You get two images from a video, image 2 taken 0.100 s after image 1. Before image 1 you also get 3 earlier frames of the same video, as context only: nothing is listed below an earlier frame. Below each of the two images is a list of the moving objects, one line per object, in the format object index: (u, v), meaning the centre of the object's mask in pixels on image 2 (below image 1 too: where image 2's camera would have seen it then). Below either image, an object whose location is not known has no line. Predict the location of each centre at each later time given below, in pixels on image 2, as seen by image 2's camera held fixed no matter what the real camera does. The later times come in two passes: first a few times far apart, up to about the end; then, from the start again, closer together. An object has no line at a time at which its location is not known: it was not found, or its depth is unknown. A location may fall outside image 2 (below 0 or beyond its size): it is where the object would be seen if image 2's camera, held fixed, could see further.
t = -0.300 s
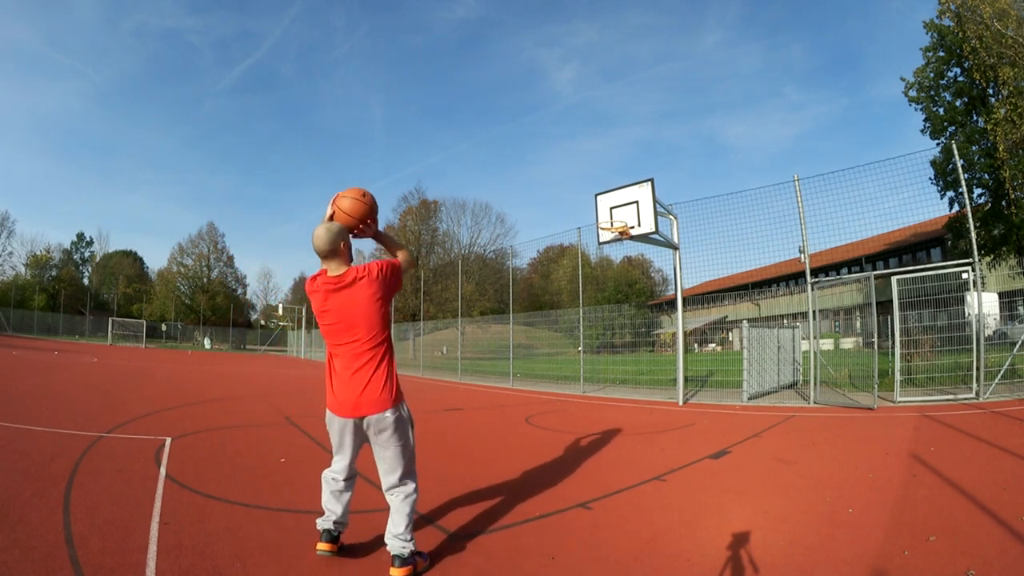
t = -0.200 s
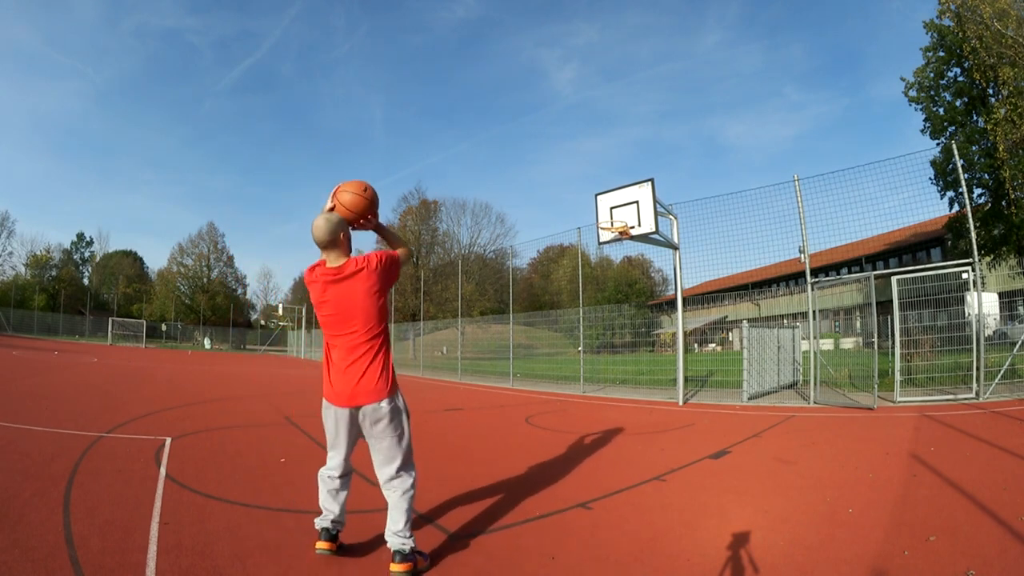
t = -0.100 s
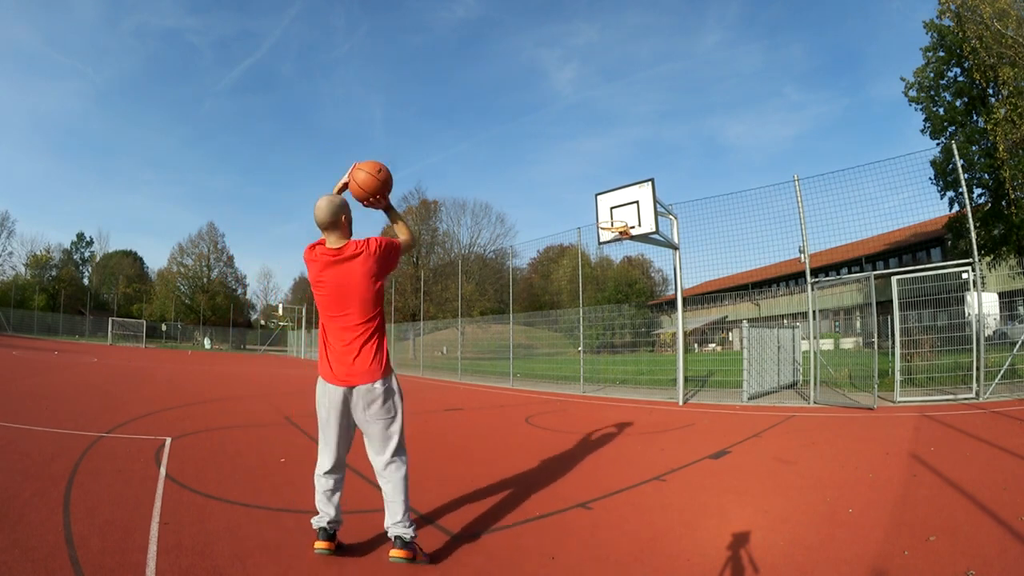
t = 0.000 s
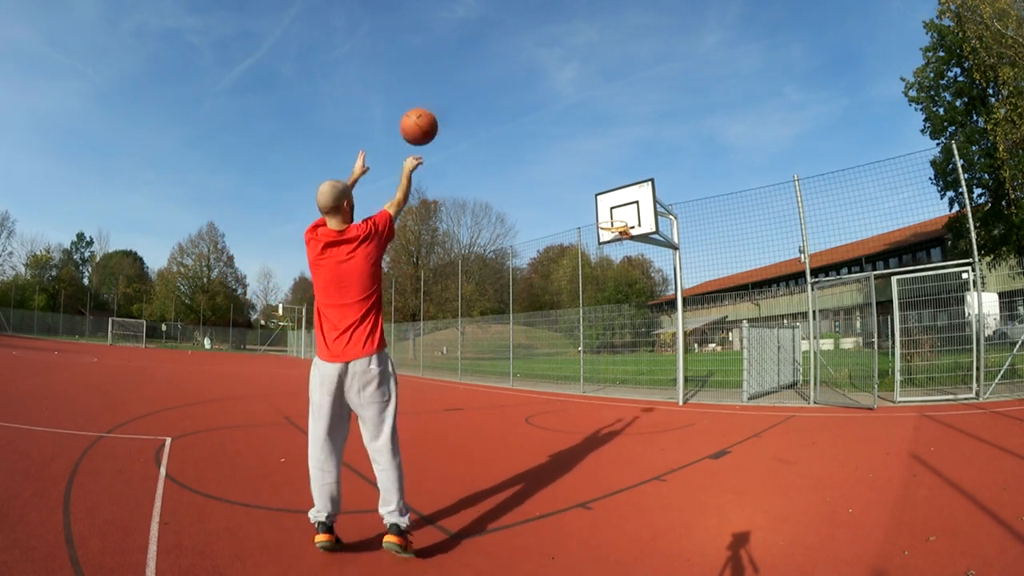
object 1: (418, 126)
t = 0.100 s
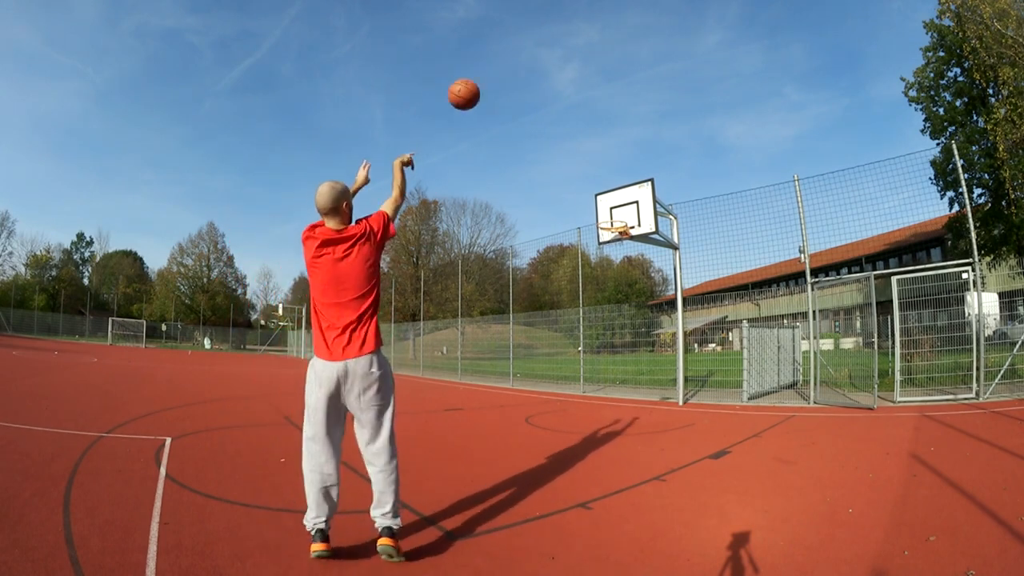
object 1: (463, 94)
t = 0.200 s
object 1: (496, 81)
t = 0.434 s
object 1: (546, 91)
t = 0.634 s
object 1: (576, 125)
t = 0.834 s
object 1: (599, 176)
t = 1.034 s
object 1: (614, 217)
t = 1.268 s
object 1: (604, 198)
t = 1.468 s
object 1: (589, 197)
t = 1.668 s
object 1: (576, 220)
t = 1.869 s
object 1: (562, 266)
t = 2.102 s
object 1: (545, 356)
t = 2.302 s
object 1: (535, 382)
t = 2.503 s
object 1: (531, 327)
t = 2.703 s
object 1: (526, 297)
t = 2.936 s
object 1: (522, 295)
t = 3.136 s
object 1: (518, 318)
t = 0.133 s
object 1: (476, 88)
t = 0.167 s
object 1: (487, 84)
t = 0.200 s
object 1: (496, 81)
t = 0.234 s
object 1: (505, 79)
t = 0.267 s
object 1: (513, 79)
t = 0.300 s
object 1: (520, 80)
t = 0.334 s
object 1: (527, 81)
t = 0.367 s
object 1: (534, 84)
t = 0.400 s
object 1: (540, 87)
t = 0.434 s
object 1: (546, 91)
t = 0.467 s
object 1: (552, 95)
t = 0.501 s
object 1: (557, 100)
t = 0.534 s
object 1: (562, 106)
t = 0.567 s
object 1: (566, 111)
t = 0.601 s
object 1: (571, 118)
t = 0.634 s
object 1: (576, 125)
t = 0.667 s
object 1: (580, 132)
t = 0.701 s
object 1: (584, 140)
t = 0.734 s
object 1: (588, 149)
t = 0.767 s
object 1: (592, 158)
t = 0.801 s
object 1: (595, 166)
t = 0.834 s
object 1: (599, 176)
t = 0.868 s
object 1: (602, 185)
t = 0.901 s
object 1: (605, 196)
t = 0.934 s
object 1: (609, 209)
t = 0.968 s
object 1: (611, 214)
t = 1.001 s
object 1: (613, 216)
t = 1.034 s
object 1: (614, 217)
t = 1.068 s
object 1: (615, 219)
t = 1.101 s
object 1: (615, 215)
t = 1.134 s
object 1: (614, 212)
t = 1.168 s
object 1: (612, 208)
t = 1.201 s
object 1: (609, 204)
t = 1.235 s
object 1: (607, 201)
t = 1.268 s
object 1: (604, 198)
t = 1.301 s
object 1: (601, 197)
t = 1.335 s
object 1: (598, 195)
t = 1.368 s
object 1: (596, 195)
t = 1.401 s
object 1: (594, 195)
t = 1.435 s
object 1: (591, 196)
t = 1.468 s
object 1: (589, 197)
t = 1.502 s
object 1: (587, 199)
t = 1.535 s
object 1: (585, 202)
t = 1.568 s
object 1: (582, 206)
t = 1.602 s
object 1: (580, 209)
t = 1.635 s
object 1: (578, 215)
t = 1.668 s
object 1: (576, 220)
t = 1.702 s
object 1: (573, 225)
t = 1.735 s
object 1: (571, 233)
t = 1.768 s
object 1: (569, 240)
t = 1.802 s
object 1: (566, 248)
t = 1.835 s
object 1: (565, 258)
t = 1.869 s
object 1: (562, 266)
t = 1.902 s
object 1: (560, 277)
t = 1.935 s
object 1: (557, 290)
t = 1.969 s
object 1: (555, 300)
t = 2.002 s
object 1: (553, 313)
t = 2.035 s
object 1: (550, 329)
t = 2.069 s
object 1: (548, 343)
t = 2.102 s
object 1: (545, 356)
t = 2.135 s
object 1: (542, 375)
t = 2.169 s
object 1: (541, 389)
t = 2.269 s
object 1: (536, 393)
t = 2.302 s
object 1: (535, 382)
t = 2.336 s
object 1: (534, 369)
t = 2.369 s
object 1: (533, 361)
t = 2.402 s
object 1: (532, 351)
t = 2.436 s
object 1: (531, 341)
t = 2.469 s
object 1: (531, 334)
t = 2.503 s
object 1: (531, 327)
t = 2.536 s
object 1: (529, 319)
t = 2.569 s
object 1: (528, 313)
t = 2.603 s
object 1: (528, 308)
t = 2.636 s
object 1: (527, 303)
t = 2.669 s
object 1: (526, 300)
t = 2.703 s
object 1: (526, 297)
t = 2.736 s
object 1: (525, 295)
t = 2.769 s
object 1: (524, 293)
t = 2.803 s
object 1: (524, 292)
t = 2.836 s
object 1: (523, 292)
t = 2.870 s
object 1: (523, 292)
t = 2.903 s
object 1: (522, 293)
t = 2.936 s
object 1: (522, 295)
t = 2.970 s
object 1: (521, 297)
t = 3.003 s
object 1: (520, 299)
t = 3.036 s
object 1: (520, 303)
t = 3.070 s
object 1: (519, 307)
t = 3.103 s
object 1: (519, 312)
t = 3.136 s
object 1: (518, 318)
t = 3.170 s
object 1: (518, 324)
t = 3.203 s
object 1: (518, 329)
